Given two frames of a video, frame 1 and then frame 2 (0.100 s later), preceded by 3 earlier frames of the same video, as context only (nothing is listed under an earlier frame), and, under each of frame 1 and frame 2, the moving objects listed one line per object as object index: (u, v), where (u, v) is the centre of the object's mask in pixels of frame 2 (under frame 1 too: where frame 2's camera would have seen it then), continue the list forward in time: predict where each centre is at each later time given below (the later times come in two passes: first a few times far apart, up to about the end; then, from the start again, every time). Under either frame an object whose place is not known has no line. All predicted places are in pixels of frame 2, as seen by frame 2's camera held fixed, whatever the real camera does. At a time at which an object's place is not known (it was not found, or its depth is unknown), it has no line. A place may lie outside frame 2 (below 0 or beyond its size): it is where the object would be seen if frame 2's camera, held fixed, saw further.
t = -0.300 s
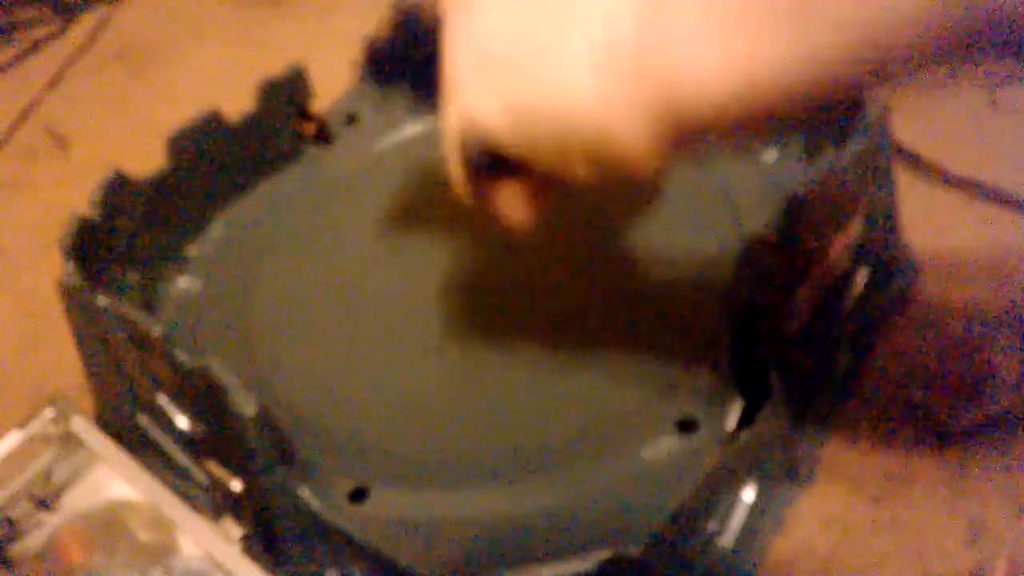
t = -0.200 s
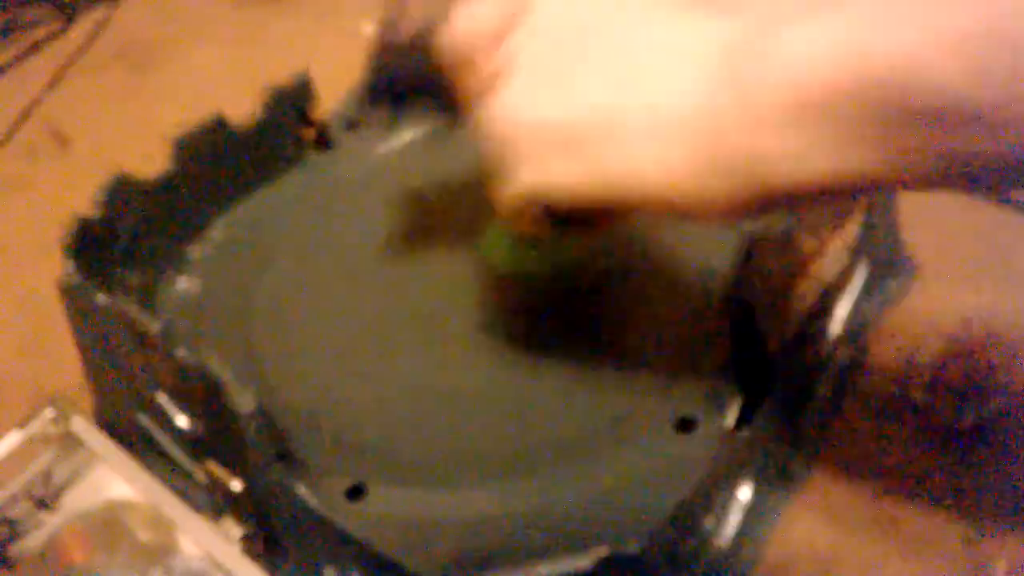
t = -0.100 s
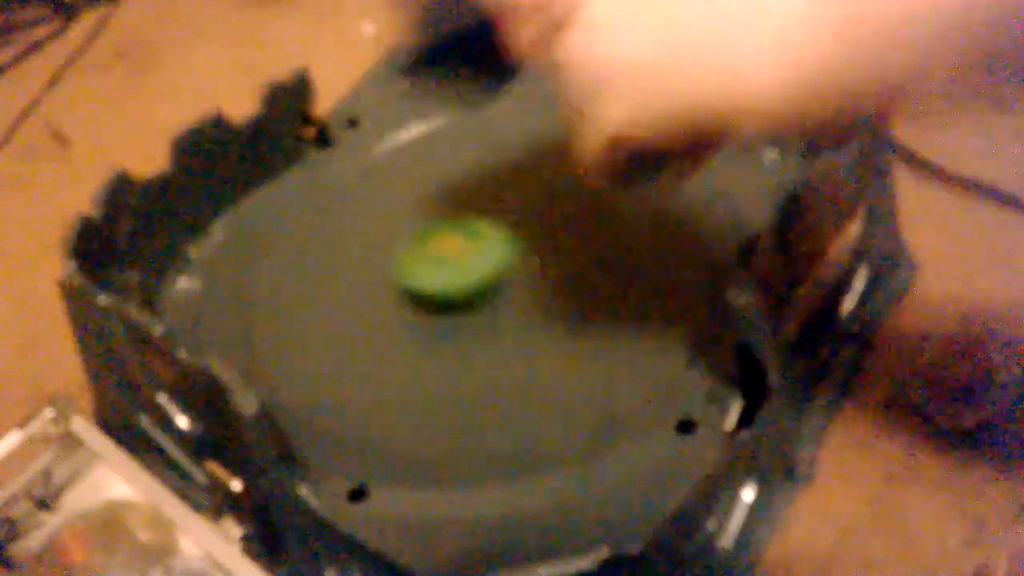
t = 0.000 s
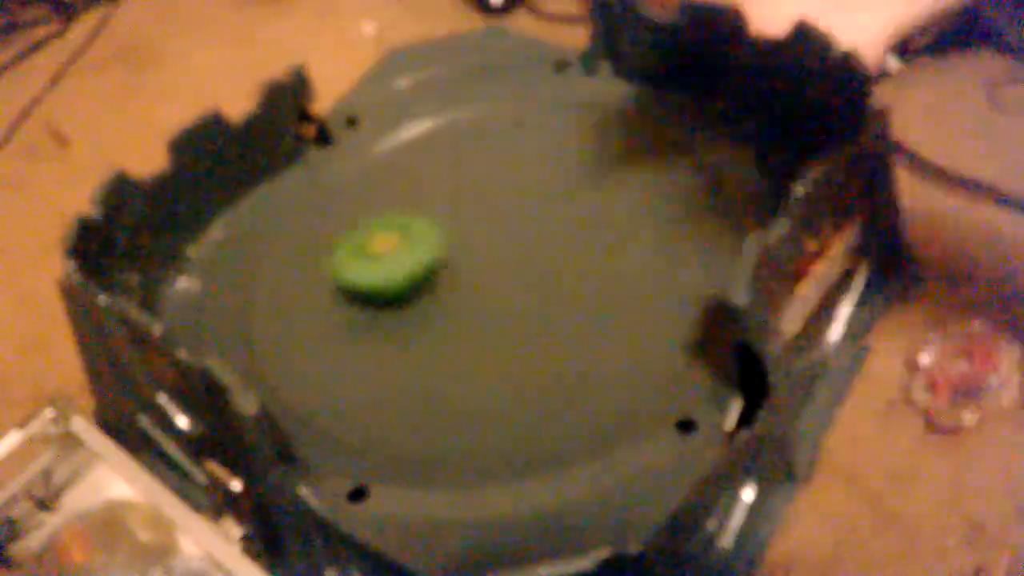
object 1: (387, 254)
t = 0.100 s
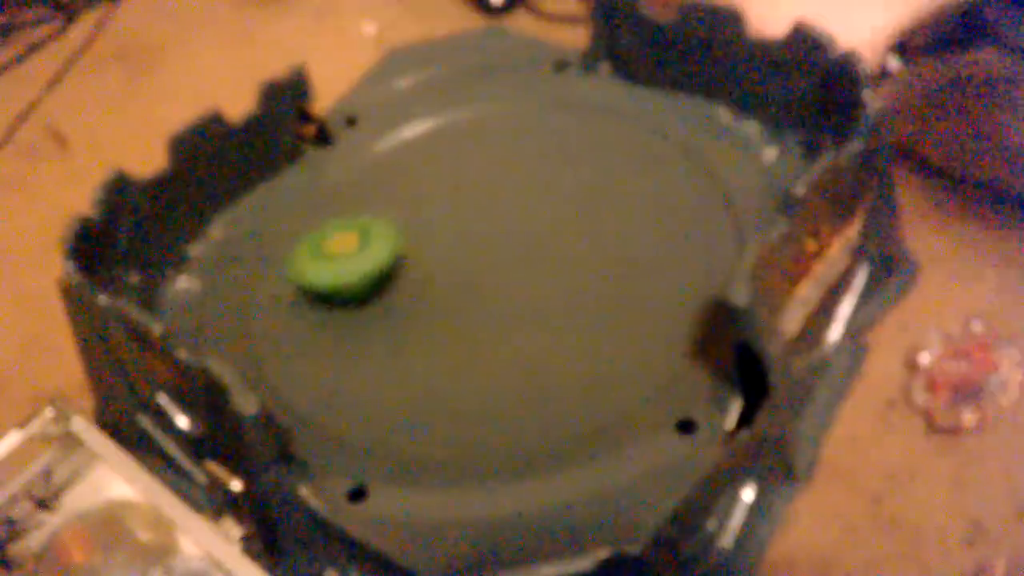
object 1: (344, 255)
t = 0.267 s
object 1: (313, 278)
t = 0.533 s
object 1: (338, 316)
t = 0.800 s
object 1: (404, 273)
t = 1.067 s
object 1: (434, 201)
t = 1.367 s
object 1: (401, 176)
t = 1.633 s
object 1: (369, 168)
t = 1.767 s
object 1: (365, 173)
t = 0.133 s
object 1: (334, 257)
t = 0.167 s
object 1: (326, 260)
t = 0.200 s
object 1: (321, 265)
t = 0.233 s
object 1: (315, 271)
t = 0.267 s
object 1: (313, 278)
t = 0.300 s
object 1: (312, 285)
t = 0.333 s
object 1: (313, 291)
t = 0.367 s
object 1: (315, 298)
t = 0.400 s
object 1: (317, 304)
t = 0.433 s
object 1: (320, 308)
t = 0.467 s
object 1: (325, 312)
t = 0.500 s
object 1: (331, 315)
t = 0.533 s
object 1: (338, 316)
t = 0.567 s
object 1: (345, 317)
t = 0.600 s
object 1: (353, 315)
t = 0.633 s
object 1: (361, 312)
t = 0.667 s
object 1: (369, 306)
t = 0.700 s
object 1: (377, 300)
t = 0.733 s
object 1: (386, 291)
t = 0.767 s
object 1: (395, 283)
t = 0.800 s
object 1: (404, 273)
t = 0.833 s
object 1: (414, 263)
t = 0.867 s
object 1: (422, 253)
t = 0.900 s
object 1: (427, 242)
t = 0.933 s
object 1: (433, 232)
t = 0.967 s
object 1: (435, 223)
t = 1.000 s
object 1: (436, 214)
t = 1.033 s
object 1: (435, 207)
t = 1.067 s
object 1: (434, 201)
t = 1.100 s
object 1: (431, 196)
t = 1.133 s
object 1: (429, 191)
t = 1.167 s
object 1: (425, 189)
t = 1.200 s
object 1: (421, 185)
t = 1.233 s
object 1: (417, 183)
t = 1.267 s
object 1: (413, 179)
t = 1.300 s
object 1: (409, 178)
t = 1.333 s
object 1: (405, 177)
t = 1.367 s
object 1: (401, 176)
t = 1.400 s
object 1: (396, 175)
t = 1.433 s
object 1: (393, 172)
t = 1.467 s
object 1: (389, 171)
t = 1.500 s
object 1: (385, 170)
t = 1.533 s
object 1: (380, 169)
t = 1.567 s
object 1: (376, 168)
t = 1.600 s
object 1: (373, 168)
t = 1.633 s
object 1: (369, 168)
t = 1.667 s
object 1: (367, 169)
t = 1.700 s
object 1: (366, 169)
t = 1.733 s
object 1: (365, 171)
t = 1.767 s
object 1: (365, 173)
